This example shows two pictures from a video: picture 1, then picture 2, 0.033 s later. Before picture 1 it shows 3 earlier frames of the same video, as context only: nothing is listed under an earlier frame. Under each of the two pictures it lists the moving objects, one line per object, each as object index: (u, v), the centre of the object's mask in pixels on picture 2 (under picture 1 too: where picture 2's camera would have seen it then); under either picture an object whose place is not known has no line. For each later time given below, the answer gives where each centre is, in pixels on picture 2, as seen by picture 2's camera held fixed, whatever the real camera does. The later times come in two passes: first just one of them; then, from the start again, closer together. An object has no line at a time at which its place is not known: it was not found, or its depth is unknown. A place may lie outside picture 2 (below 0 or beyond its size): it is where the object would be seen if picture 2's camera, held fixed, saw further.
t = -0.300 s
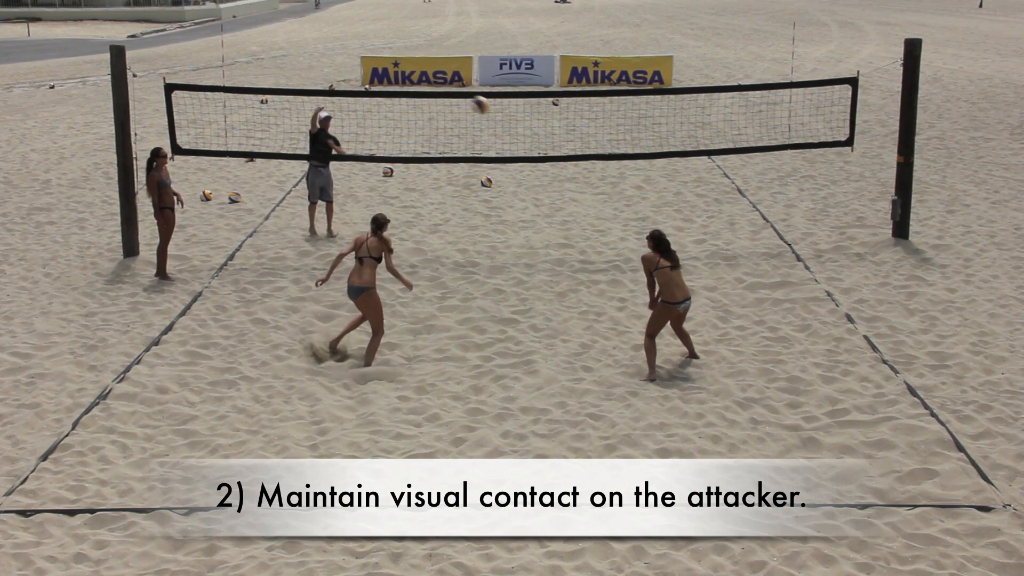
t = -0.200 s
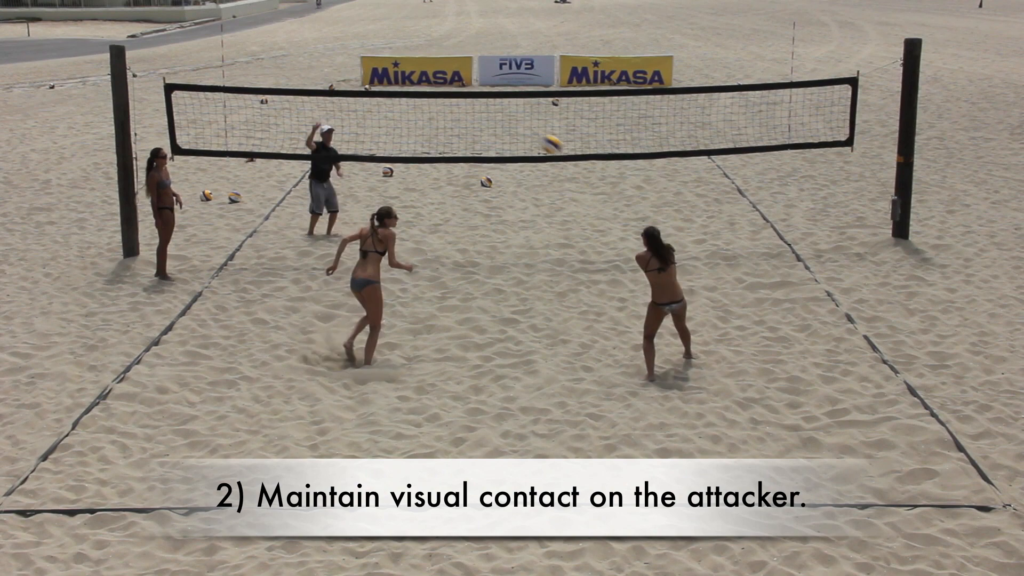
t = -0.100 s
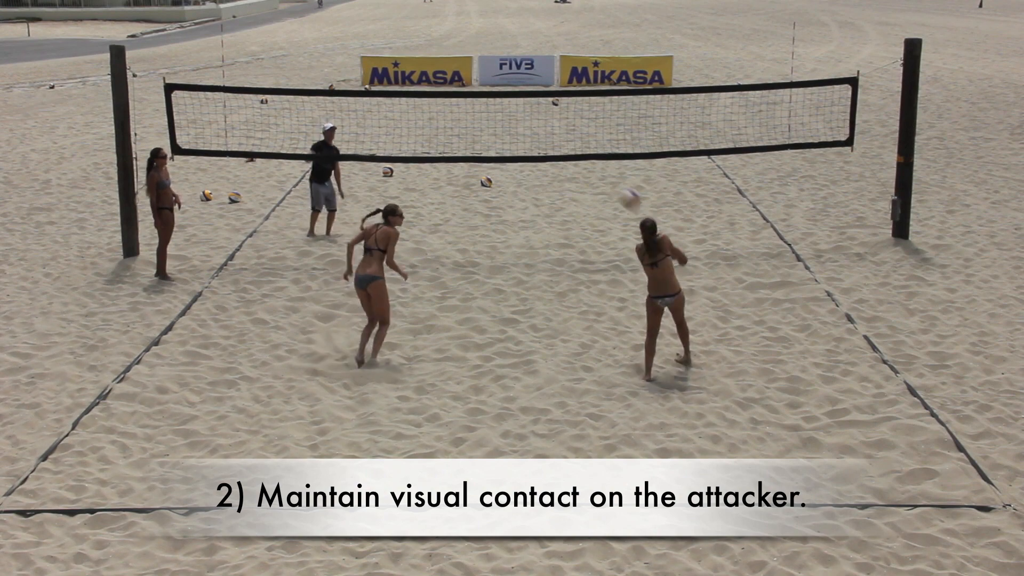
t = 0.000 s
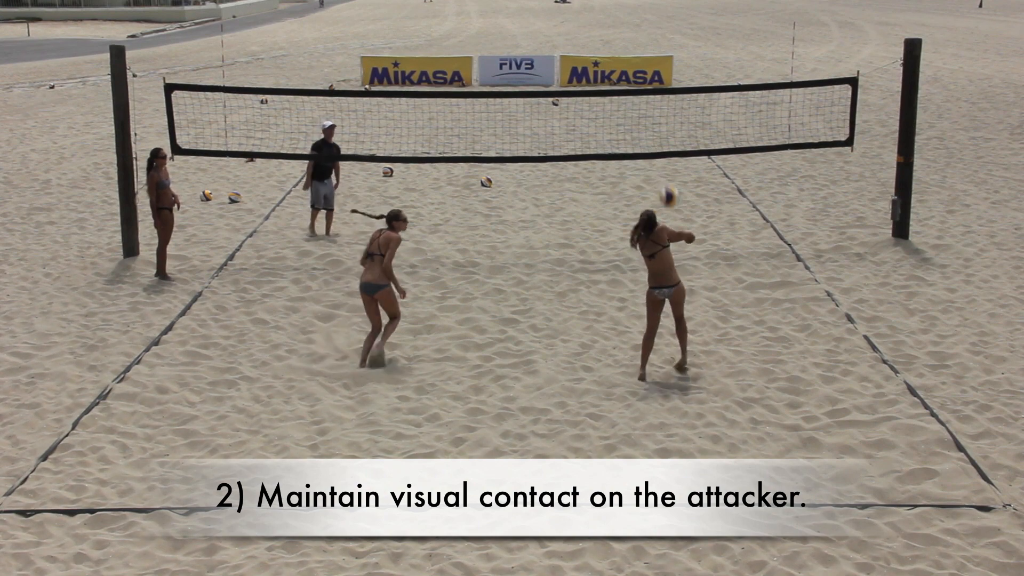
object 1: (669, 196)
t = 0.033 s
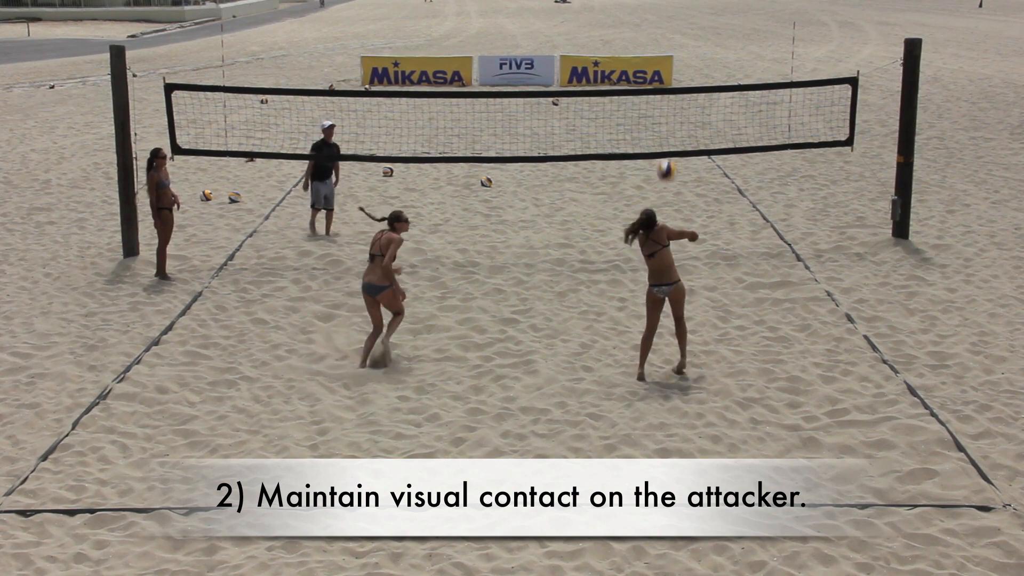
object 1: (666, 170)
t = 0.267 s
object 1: (645, 18)
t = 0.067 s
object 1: (664, 147)
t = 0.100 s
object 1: (661, 122)
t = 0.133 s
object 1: (657, 99)
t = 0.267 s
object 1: (645, 18)
